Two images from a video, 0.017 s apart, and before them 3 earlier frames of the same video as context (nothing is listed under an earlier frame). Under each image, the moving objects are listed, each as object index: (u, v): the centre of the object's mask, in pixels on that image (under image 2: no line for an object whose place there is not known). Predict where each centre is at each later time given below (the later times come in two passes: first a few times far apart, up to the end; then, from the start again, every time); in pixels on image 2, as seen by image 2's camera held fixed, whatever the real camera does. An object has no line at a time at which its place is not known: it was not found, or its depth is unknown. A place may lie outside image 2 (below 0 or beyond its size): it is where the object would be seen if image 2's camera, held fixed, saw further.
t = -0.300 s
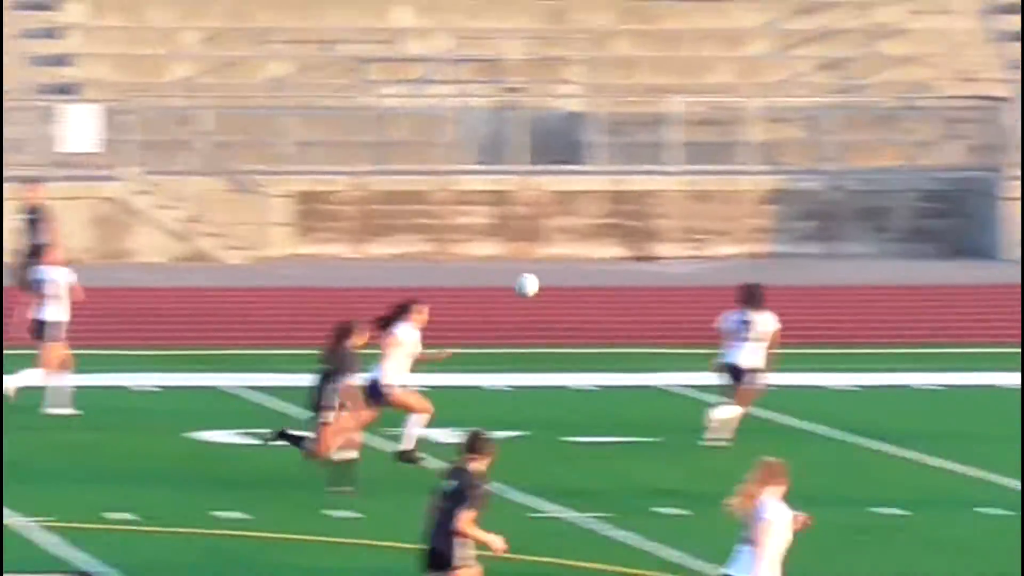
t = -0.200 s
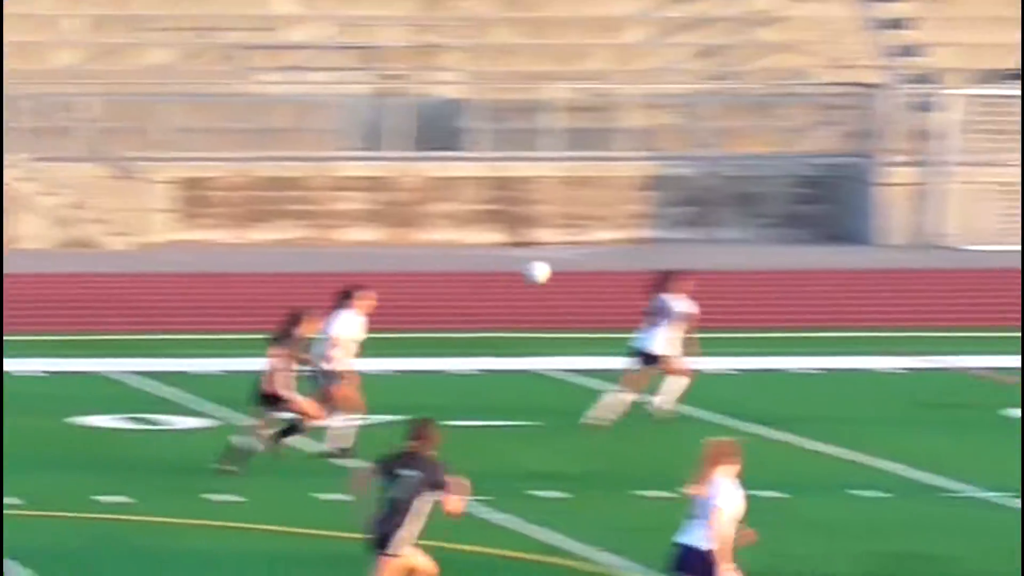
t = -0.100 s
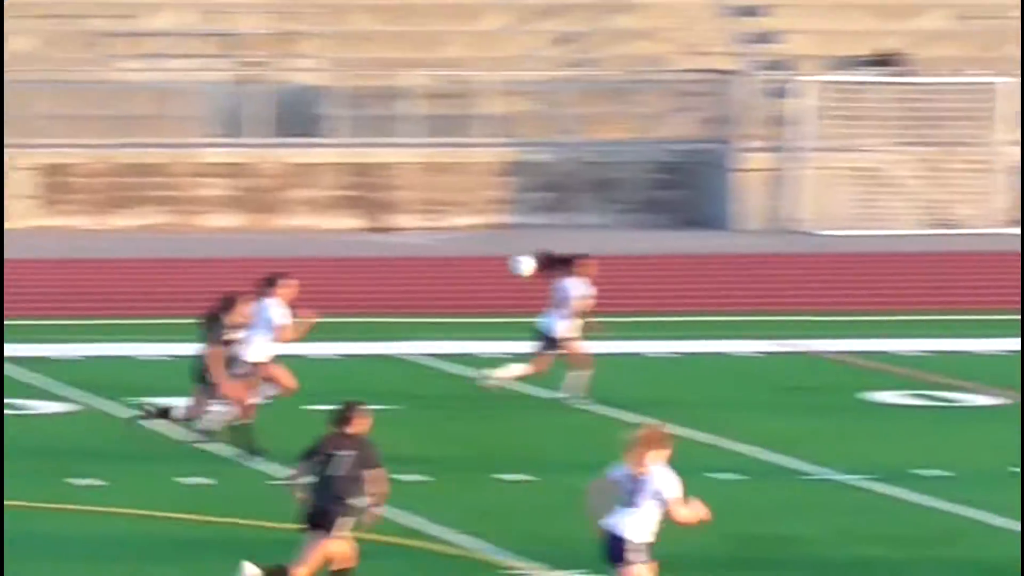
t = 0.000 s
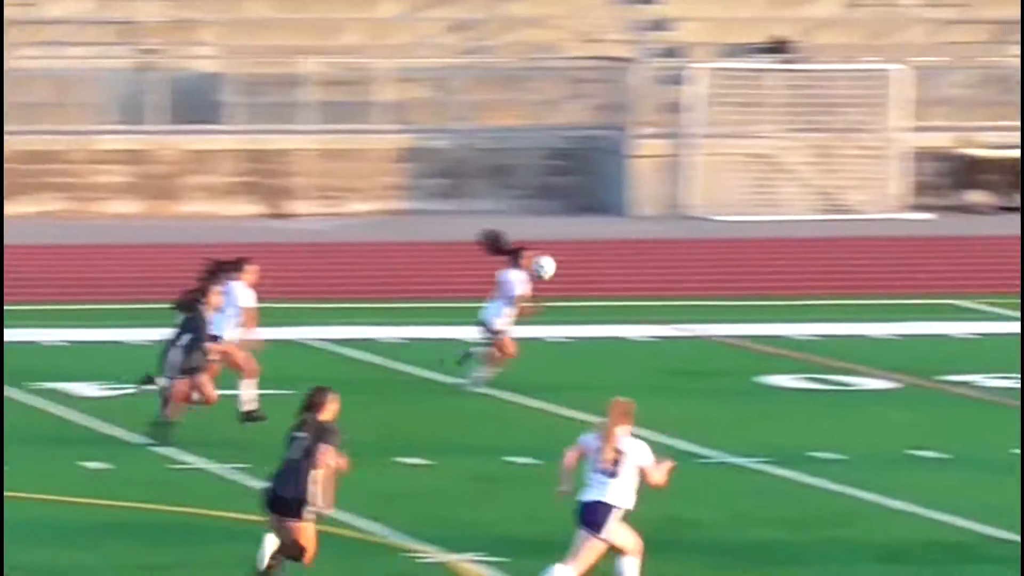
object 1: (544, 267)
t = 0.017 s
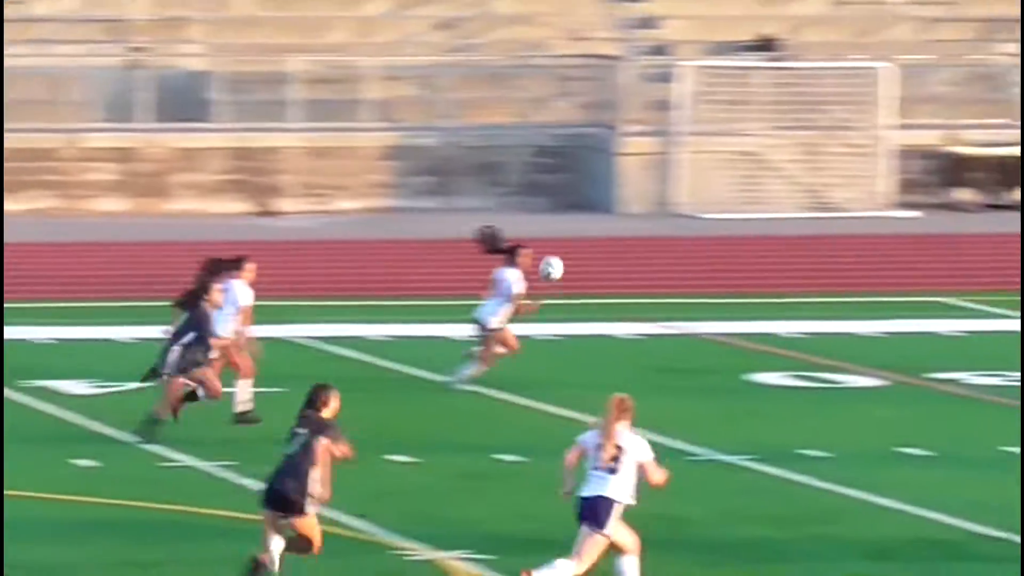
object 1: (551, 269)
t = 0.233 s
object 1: (817, 335)
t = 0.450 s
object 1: (1090, 447)
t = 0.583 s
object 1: (1227, 427)
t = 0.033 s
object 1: (572, 273)
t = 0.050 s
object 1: (592, 276)
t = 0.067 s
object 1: (613, 281)
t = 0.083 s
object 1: (633, 285)
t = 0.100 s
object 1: (654, 289)
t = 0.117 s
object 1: (674, 294)
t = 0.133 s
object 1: (695, 299)
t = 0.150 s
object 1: (715, 304)
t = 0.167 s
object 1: (736, 309)
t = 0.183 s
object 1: (755, 315)
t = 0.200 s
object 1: (776, 321)
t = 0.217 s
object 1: (795, 328)
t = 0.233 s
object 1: (817, 335)
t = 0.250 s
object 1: (837, 341)
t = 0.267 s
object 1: (858, 347)
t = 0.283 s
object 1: (878, 355)
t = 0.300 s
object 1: (899, 363)
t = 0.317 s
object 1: (919, 371)
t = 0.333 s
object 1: (941, 379)
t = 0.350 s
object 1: (962, 388)
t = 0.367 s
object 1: (983, 398)
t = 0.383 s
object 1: (1004, 406)
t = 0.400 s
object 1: (1026, 415)
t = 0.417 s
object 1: (1047, 425)
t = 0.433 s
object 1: (1068, 435)
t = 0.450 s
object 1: (1090, 447)
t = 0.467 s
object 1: (1111, 453)
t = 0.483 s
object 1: (1128, 450)
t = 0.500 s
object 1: (1145, 446)
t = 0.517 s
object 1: (1160, 441)
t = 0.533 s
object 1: (1177, 437)
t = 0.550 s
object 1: (1193, 433)
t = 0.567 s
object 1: (1211, 430)
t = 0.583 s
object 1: (1227, 427)
